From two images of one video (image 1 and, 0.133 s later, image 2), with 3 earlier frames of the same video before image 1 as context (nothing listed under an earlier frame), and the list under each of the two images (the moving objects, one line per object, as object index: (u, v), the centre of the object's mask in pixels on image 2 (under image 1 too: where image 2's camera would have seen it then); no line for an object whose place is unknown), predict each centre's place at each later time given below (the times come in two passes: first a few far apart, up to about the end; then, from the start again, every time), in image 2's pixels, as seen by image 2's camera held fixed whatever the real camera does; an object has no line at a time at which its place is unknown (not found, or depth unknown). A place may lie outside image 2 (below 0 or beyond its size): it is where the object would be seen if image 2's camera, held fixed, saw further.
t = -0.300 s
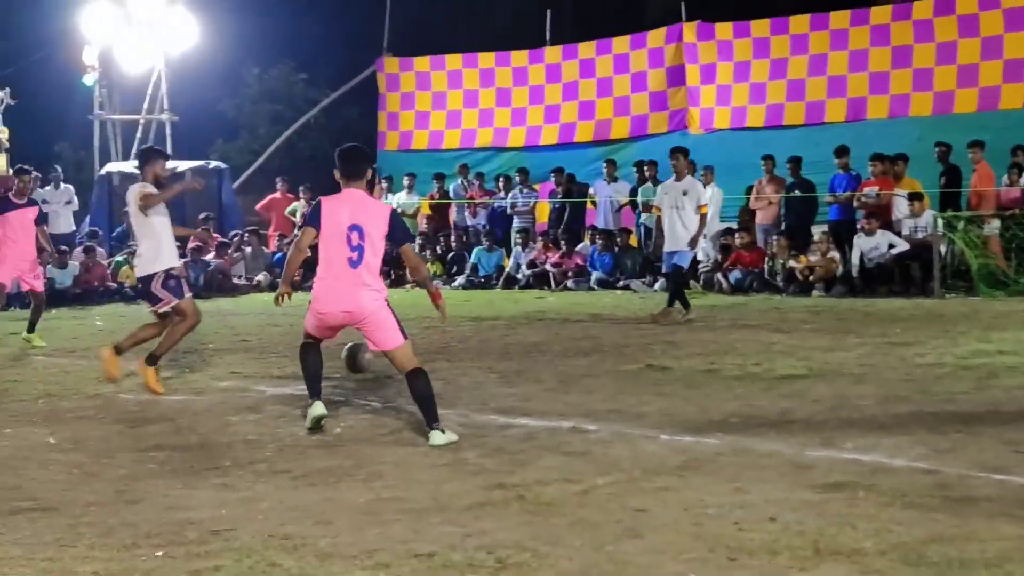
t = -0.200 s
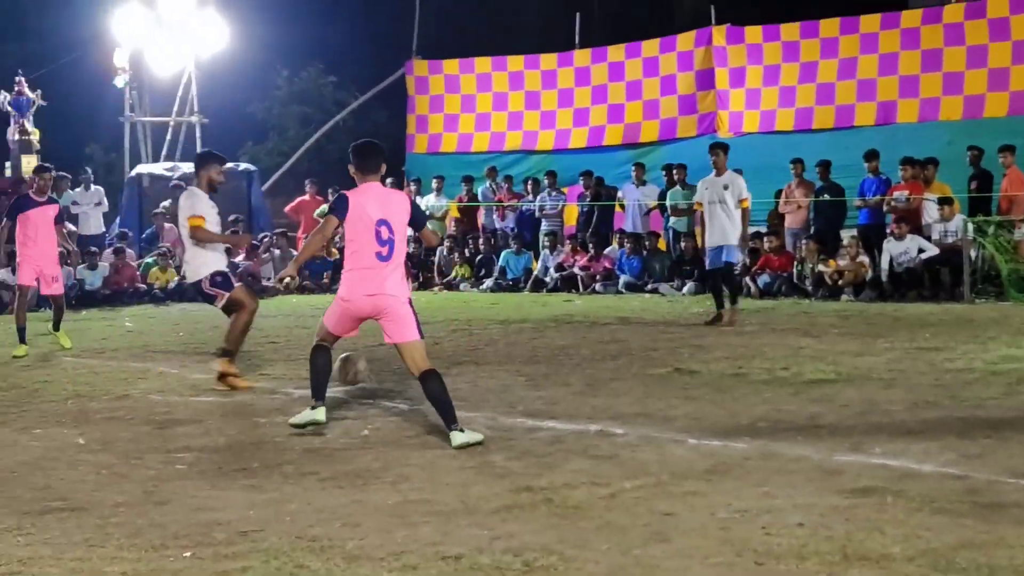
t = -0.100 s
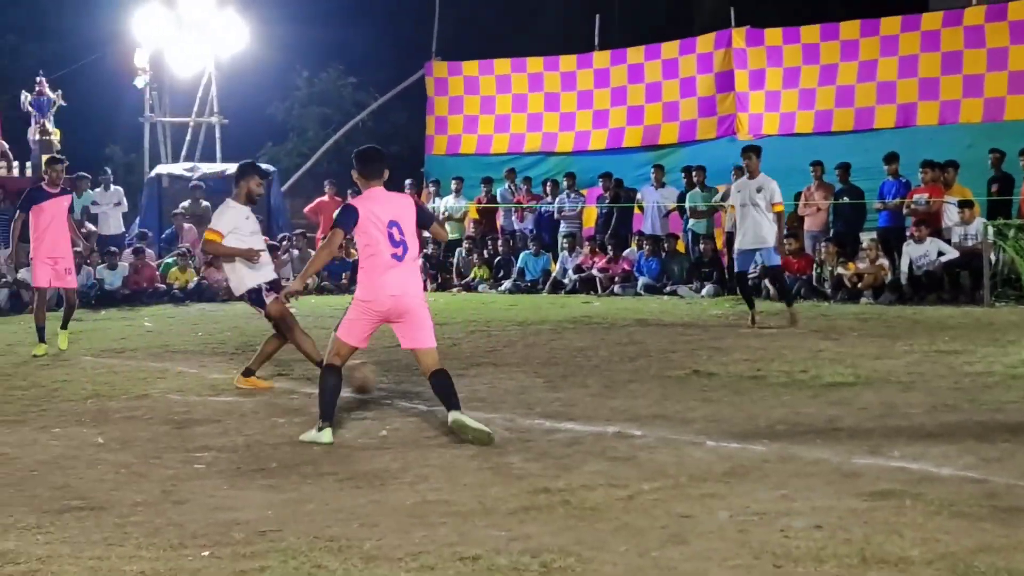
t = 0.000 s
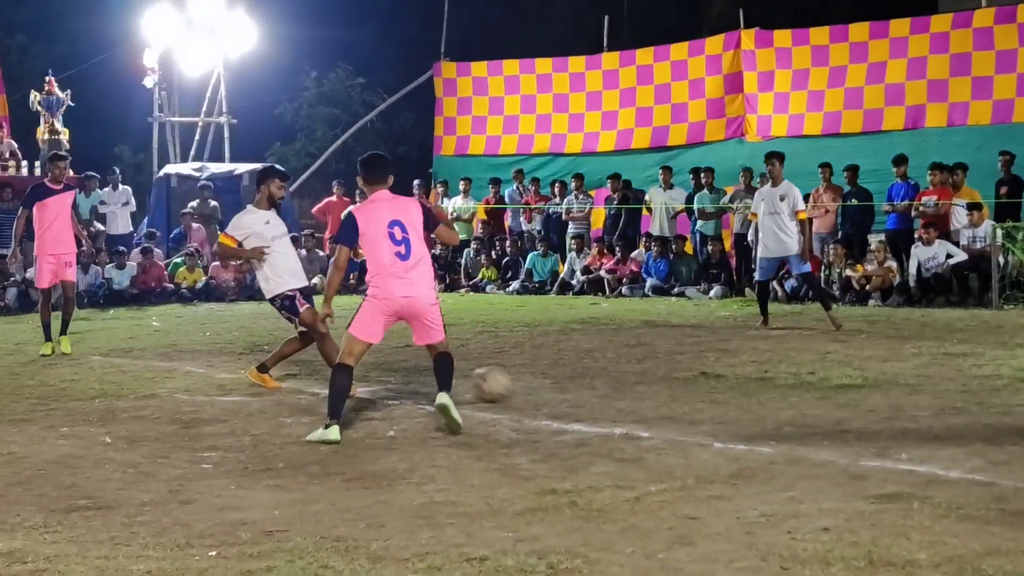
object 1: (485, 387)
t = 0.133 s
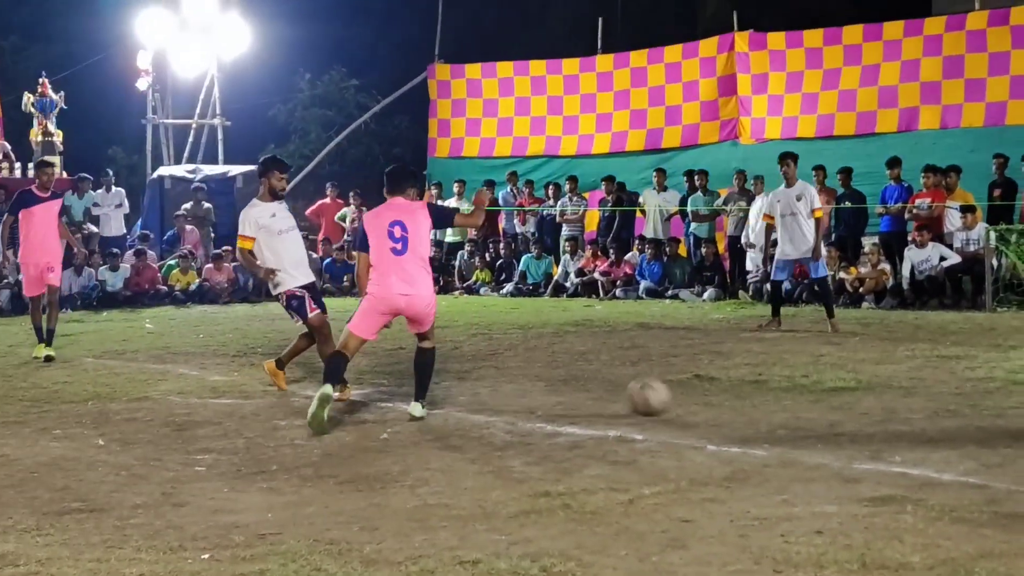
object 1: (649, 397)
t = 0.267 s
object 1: (809, 406)
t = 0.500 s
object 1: (1051, 401)
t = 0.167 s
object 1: (688, 397)
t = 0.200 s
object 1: (726, 399)
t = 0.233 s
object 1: (766, 402)
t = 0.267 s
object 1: (809, 406)
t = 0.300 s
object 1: (849, 409)
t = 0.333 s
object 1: (879, 405)
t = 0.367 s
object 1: (912, 397)
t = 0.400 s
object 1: (946, 395)
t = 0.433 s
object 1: (979, 396)
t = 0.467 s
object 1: (1016, 397)
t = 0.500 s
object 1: (1051, 401)
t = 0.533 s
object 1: (1089, 410)
